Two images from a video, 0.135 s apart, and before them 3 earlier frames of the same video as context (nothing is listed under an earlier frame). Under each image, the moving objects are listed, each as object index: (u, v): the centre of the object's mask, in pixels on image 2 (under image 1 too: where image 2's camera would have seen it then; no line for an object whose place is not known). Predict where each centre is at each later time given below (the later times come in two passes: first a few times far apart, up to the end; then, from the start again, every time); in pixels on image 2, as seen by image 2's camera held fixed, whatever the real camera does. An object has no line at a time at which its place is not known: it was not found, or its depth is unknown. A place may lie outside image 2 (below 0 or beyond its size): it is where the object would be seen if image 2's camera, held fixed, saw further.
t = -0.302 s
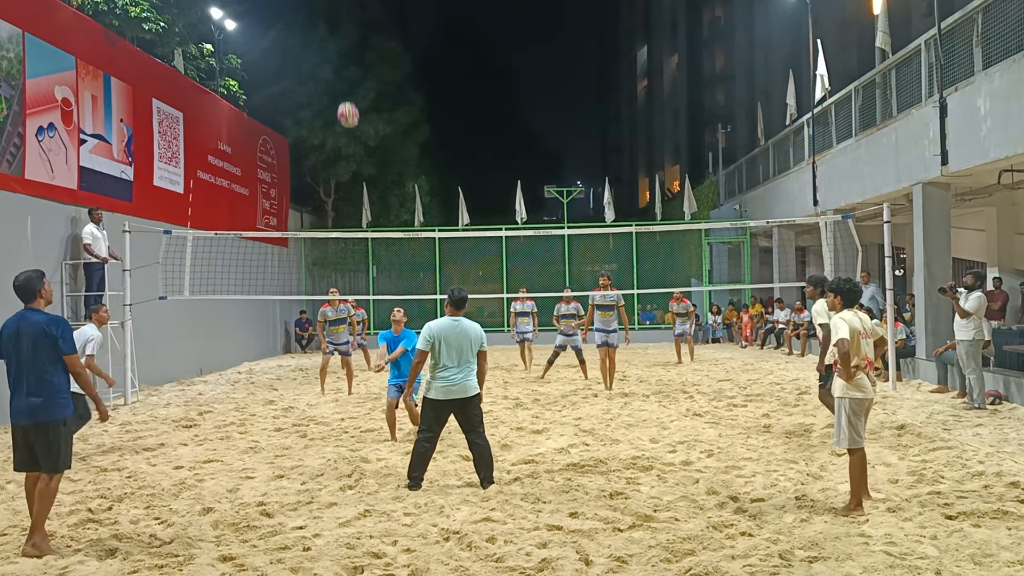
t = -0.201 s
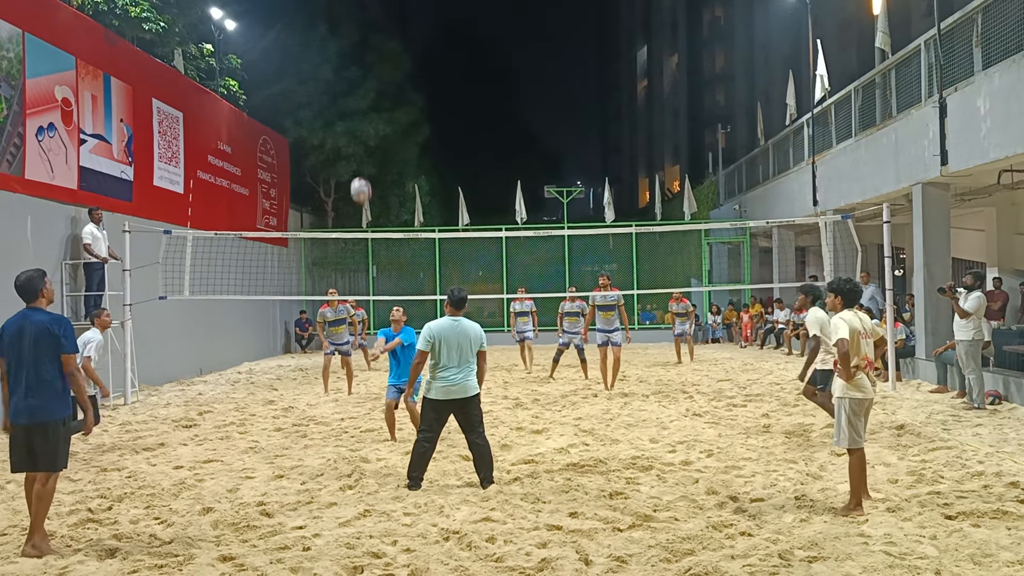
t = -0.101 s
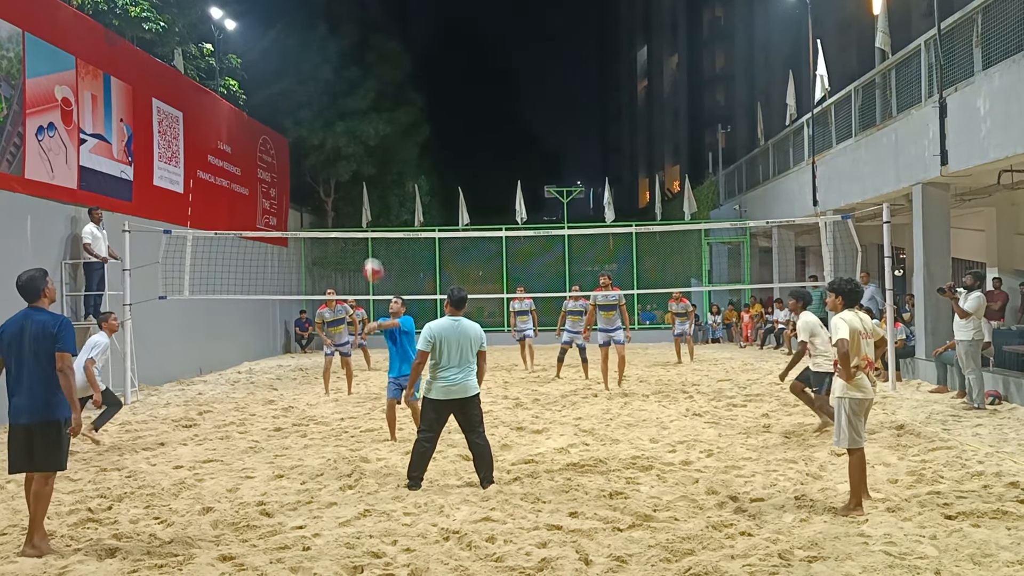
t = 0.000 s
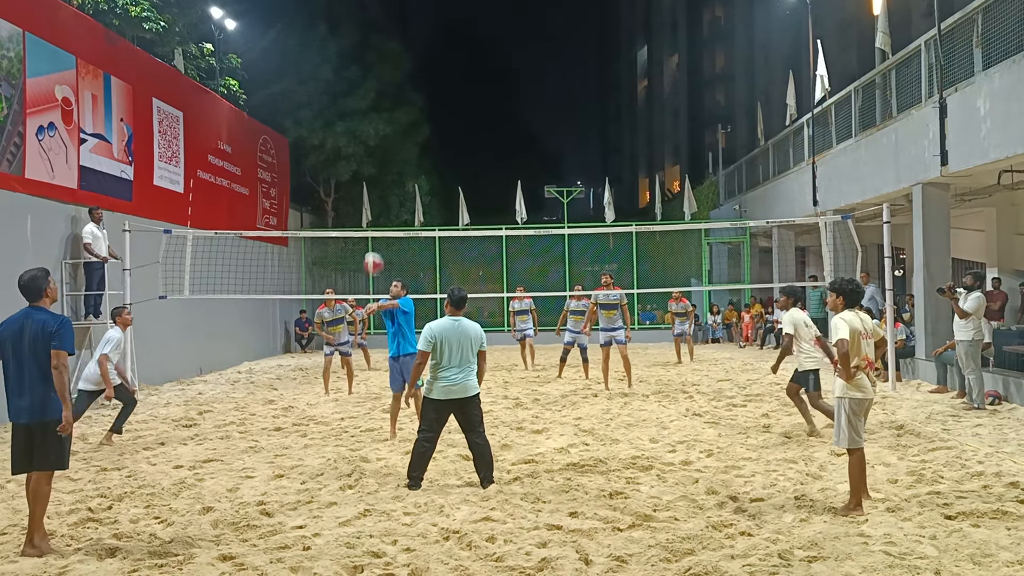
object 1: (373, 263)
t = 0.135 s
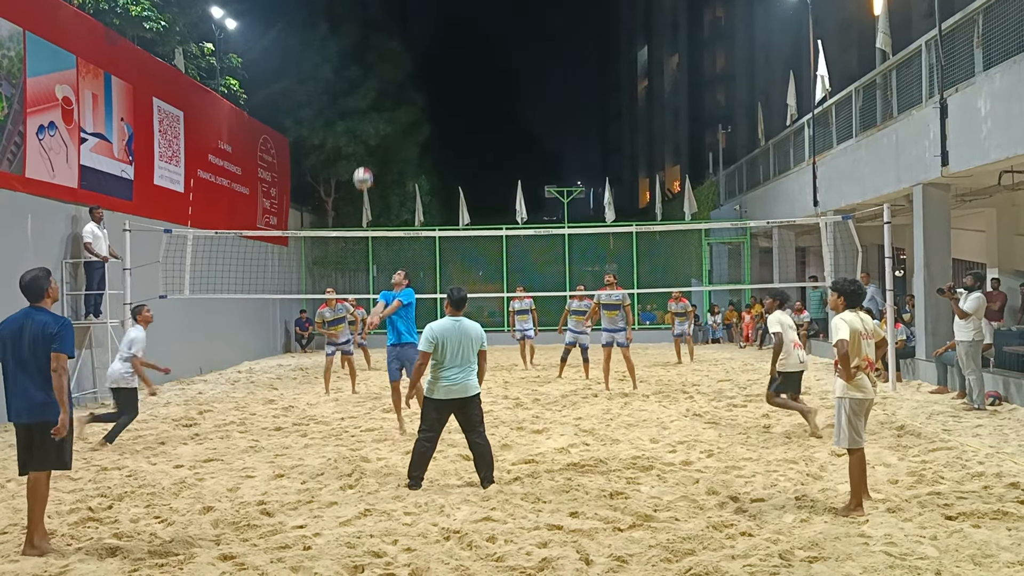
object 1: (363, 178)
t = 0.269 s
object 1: (352, 114)
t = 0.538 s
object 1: (334, 39)
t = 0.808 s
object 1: (318, 30)
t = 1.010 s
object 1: (308, 63)
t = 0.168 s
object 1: (360, 161)
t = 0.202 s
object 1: (358, 144)
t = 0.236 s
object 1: (355, 128)
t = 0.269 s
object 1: (352, 114)
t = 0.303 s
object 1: (350, 100)
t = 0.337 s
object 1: (347, 88)
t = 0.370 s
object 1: (345, 77)
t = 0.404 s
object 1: (343, 67)
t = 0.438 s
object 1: (340, 58)
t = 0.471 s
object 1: (338, 51)
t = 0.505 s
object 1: (336, 44)
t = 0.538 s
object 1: (334, 39)
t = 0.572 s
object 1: (332, 34)
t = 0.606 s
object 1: (330, 31)
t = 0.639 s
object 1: (328, 28)
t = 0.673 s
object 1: (326, 27)
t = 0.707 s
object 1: (324, 26)
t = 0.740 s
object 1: (322, 27)
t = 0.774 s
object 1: (320, 28)
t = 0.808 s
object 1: (318, 30)
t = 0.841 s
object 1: (316, 34)
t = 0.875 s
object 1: (315, 37)
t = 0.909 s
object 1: (313, 42)
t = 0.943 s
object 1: (311, 49)
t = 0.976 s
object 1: (310, 55)
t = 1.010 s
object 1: (308, 63)
